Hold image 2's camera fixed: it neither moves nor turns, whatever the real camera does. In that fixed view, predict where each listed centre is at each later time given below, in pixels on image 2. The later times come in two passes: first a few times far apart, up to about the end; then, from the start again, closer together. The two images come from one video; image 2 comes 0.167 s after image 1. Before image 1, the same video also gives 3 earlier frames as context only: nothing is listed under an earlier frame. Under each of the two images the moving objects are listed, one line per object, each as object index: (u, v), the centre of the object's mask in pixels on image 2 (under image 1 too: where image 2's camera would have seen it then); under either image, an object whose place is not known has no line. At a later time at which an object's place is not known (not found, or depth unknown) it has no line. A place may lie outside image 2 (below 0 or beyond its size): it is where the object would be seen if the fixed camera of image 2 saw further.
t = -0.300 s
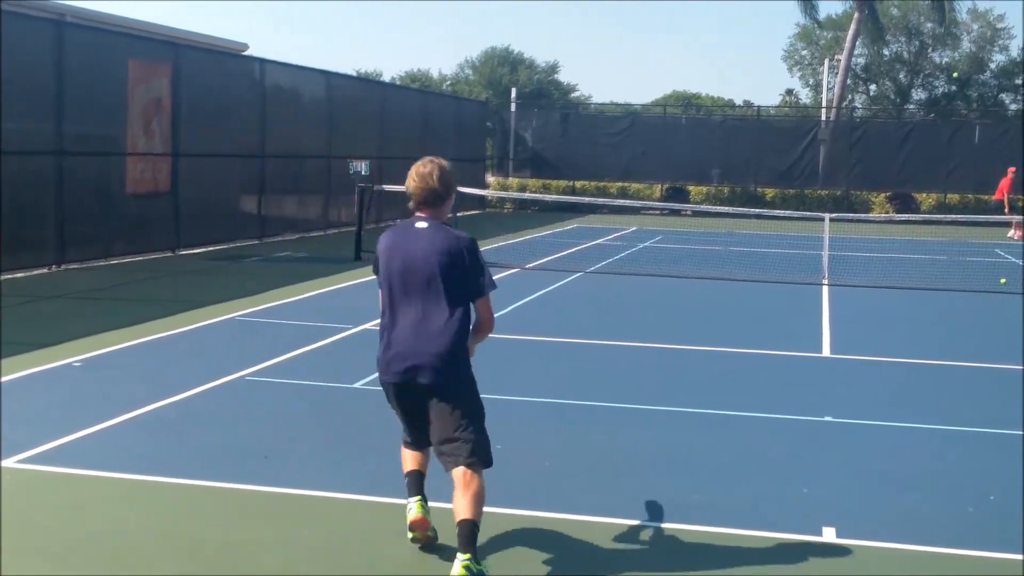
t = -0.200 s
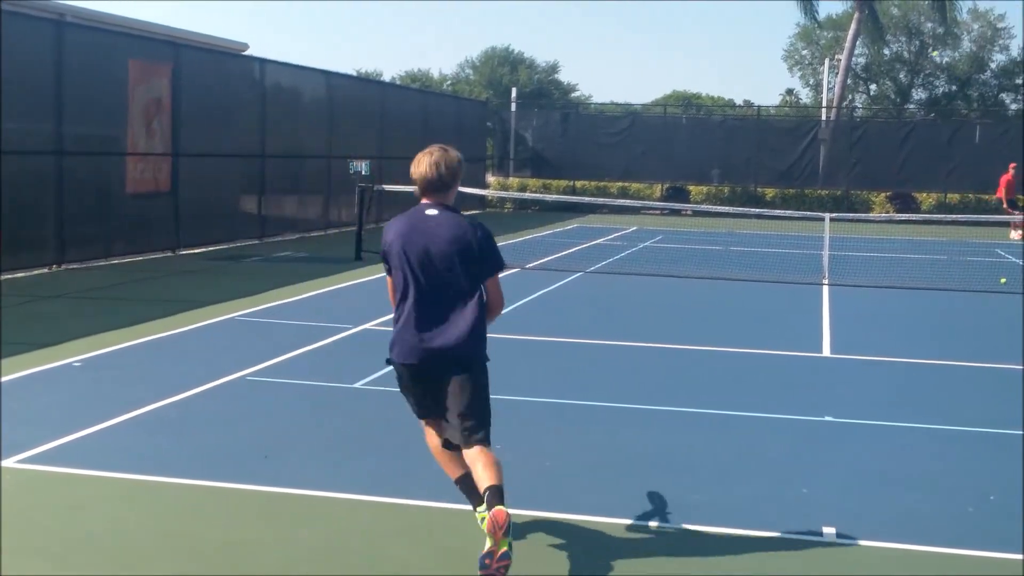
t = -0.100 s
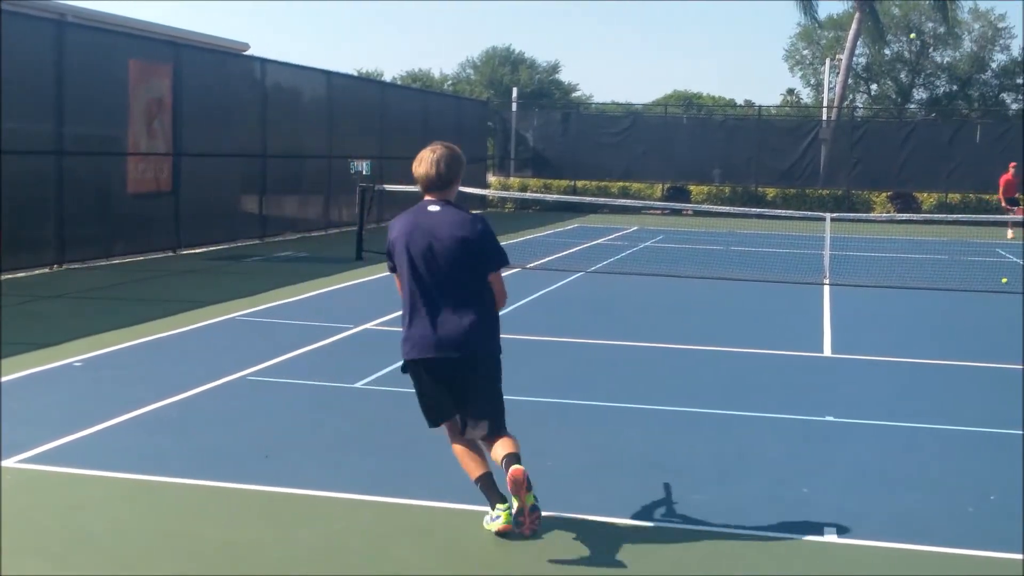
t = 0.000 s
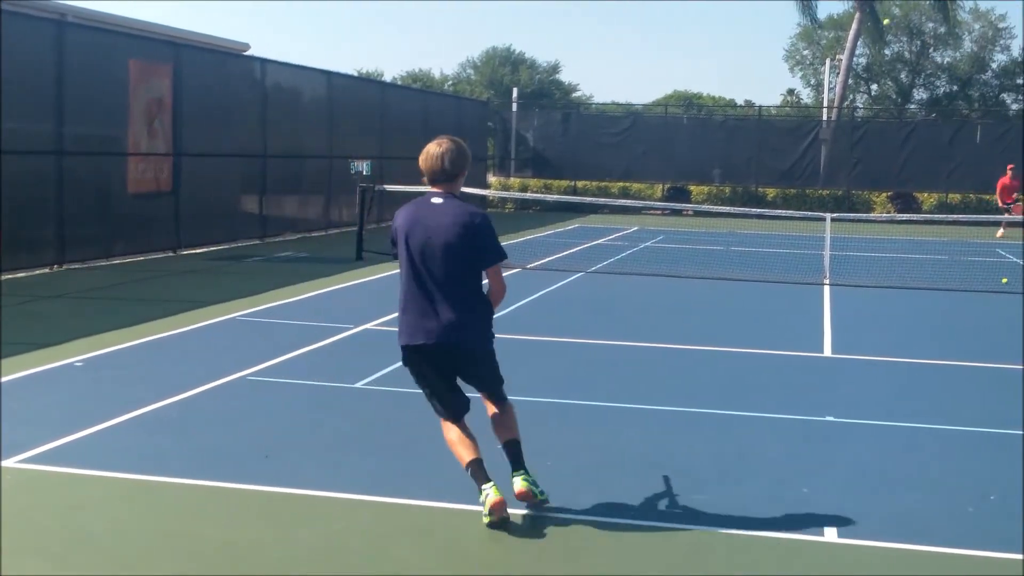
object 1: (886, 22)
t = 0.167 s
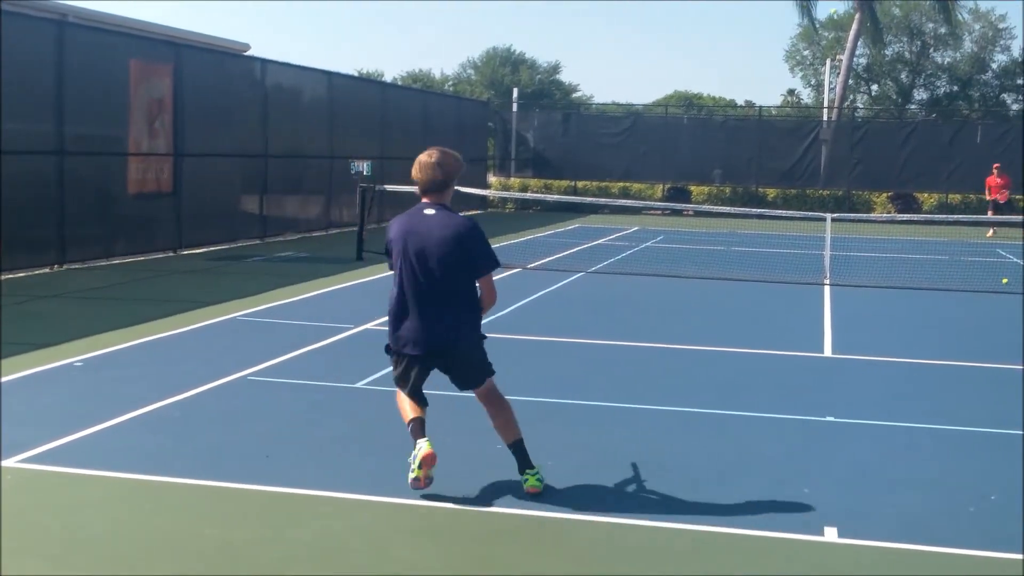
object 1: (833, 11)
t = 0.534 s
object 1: (661, 74)
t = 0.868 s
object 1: (358, 374)
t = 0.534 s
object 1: (661, 74)
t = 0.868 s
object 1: (358, 374)
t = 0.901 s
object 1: (312, 430)
